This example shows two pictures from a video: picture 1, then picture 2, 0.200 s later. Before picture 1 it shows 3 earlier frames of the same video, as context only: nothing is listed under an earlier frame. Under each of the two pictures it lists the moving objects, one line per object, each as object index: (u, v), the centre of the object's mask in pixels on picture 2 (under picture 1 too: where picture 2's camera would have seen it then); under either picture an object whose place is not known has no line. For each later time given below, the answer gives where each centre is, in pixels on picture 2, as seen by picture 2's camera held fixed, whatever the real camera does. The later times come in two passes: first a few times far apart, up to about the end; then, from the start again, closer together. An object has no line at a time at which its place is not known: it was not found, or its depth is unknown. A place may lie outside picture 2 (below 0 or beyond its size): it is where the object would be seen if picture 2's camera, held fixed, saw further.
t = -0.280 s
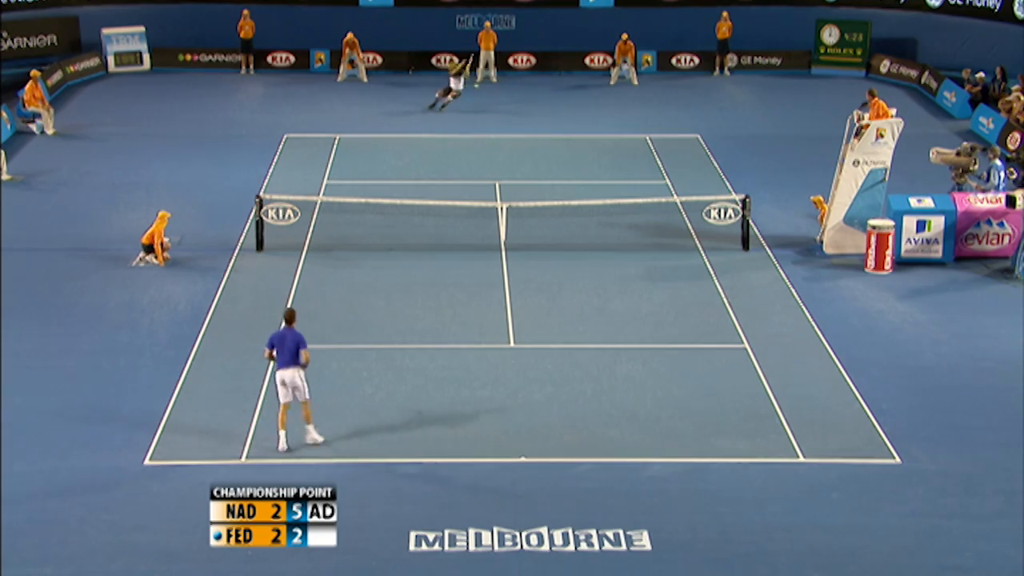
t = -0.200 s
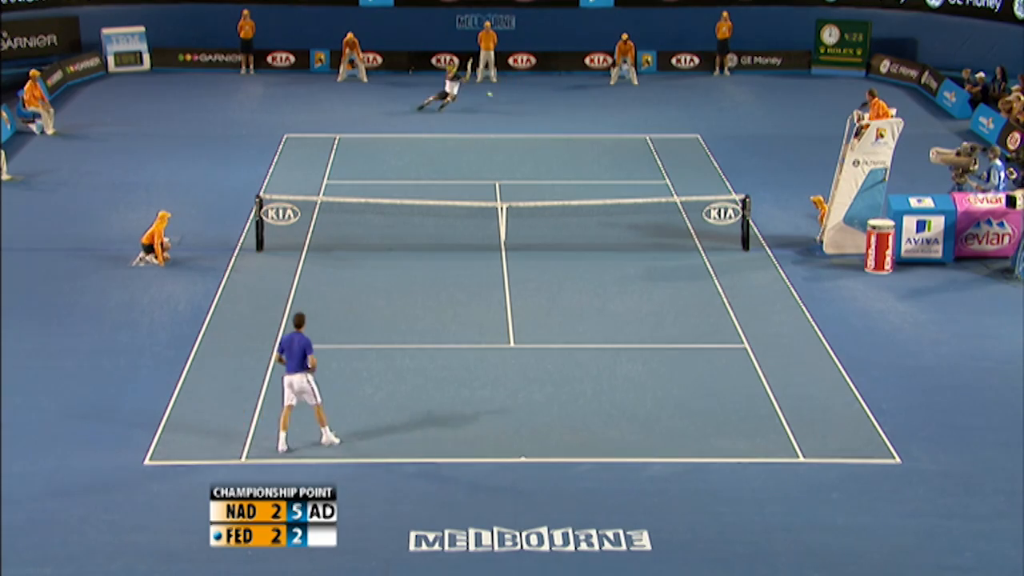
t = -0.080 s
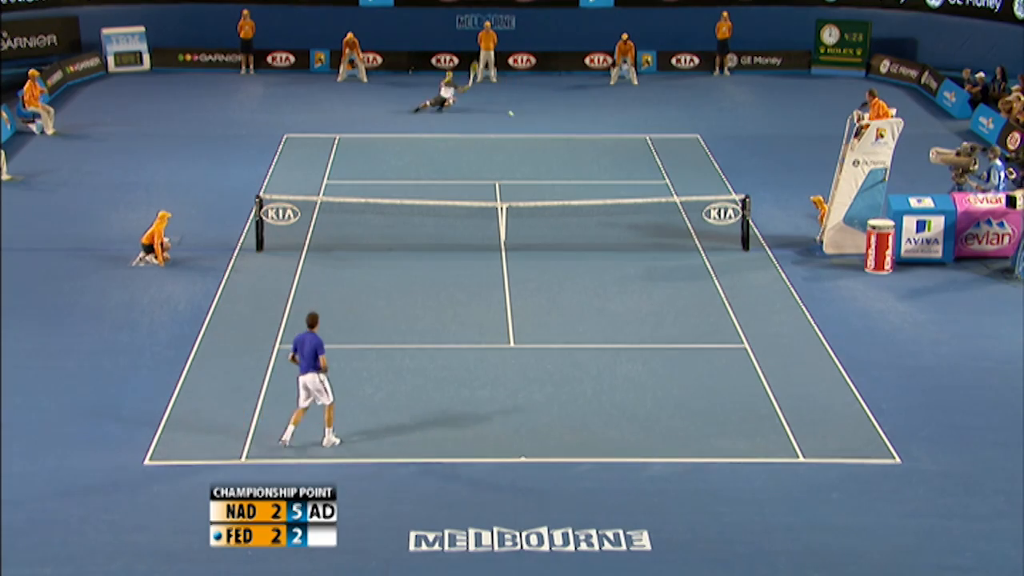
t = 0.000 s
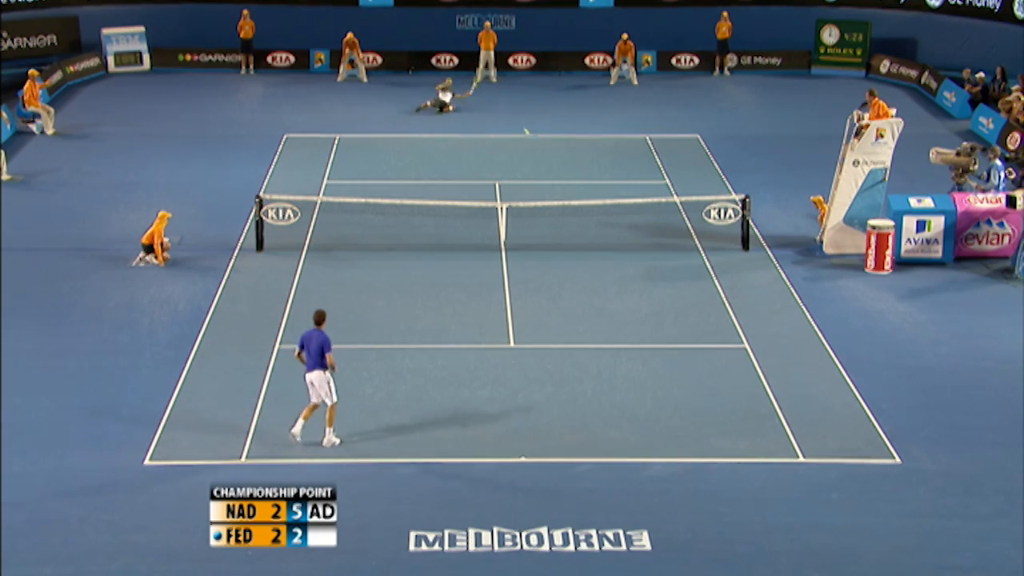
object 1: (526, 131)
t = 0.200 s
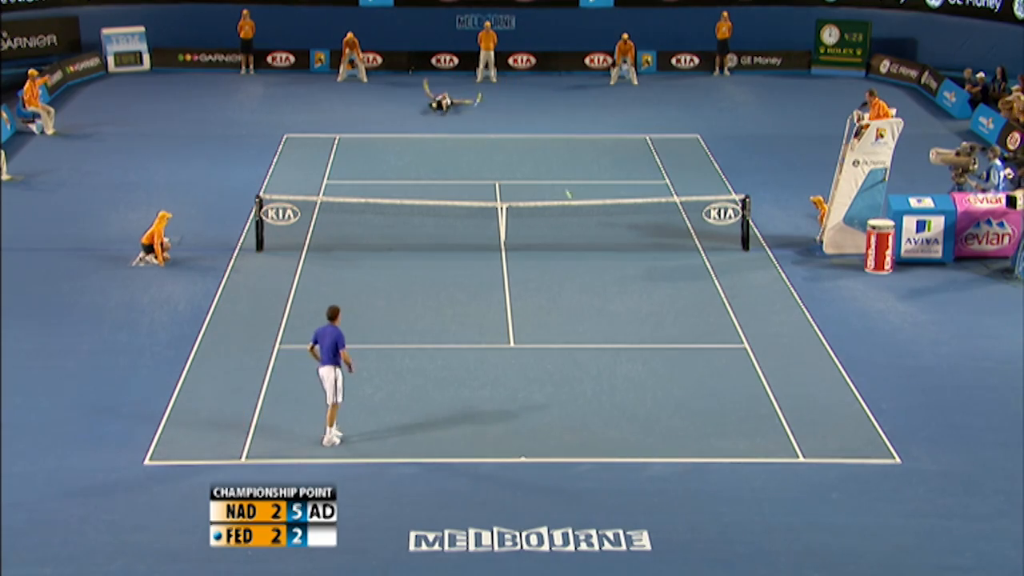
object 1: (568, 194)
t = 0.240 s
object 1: (577, 210)
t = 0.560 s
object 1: (652, 359)
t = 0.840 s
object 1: (701, 361)
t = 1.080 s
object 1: (746, 413)
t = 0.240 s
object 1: (577, 210)
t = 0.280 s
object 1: (586, 228)
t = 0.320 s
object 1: (595, 246)
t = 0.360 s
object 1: (605, 267)
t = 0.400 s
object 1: (614, 288)
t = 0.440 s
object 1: (624, 310)
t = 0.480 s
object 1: (633, 335)
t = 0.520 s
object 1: (644, 360)
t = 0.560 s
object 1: (652, 359)
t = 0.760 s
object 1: (686, 355)
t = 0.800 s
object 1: (694, 358)
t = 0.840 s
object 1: (701, 361)
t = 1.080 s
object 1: (746, 413)
